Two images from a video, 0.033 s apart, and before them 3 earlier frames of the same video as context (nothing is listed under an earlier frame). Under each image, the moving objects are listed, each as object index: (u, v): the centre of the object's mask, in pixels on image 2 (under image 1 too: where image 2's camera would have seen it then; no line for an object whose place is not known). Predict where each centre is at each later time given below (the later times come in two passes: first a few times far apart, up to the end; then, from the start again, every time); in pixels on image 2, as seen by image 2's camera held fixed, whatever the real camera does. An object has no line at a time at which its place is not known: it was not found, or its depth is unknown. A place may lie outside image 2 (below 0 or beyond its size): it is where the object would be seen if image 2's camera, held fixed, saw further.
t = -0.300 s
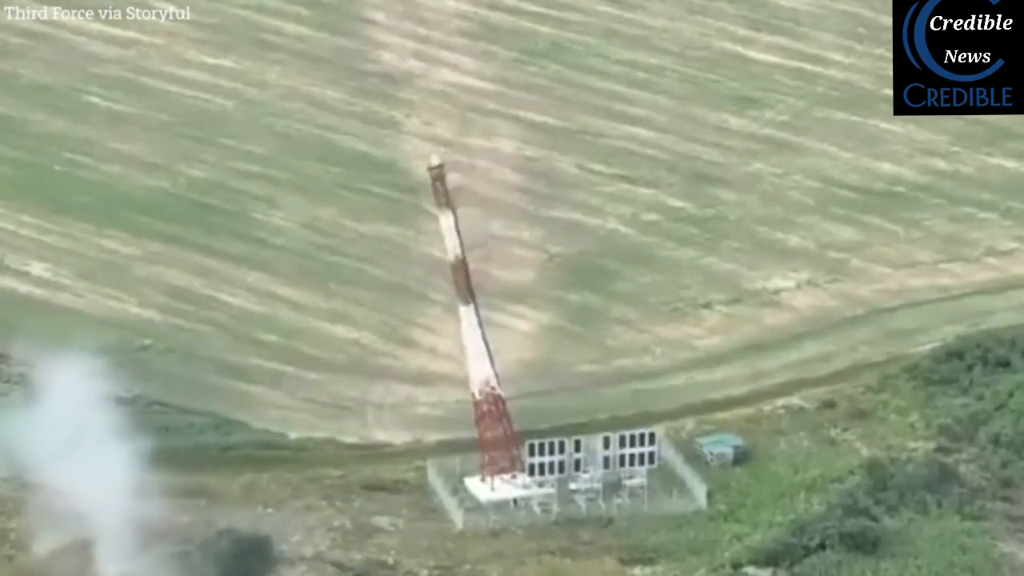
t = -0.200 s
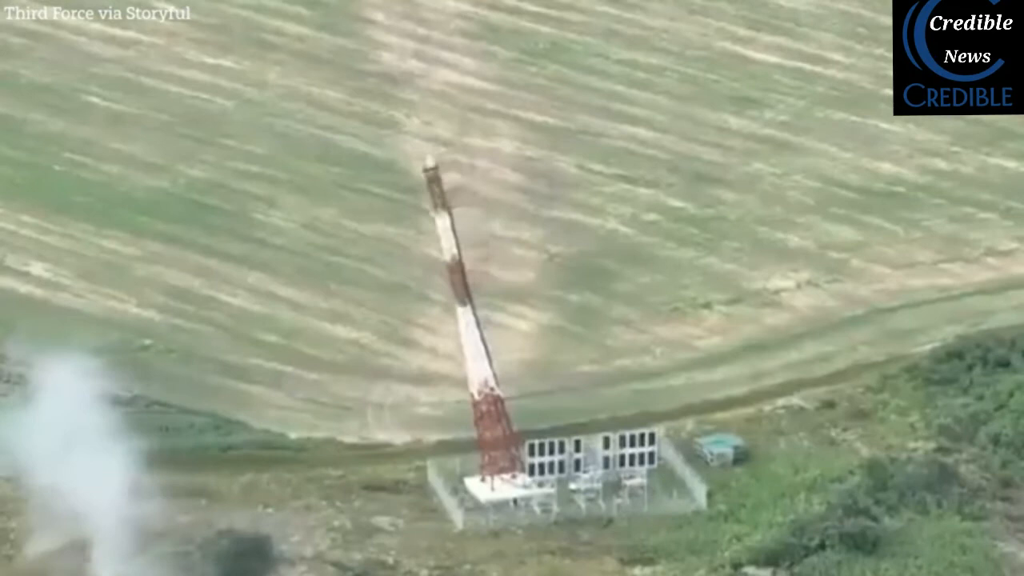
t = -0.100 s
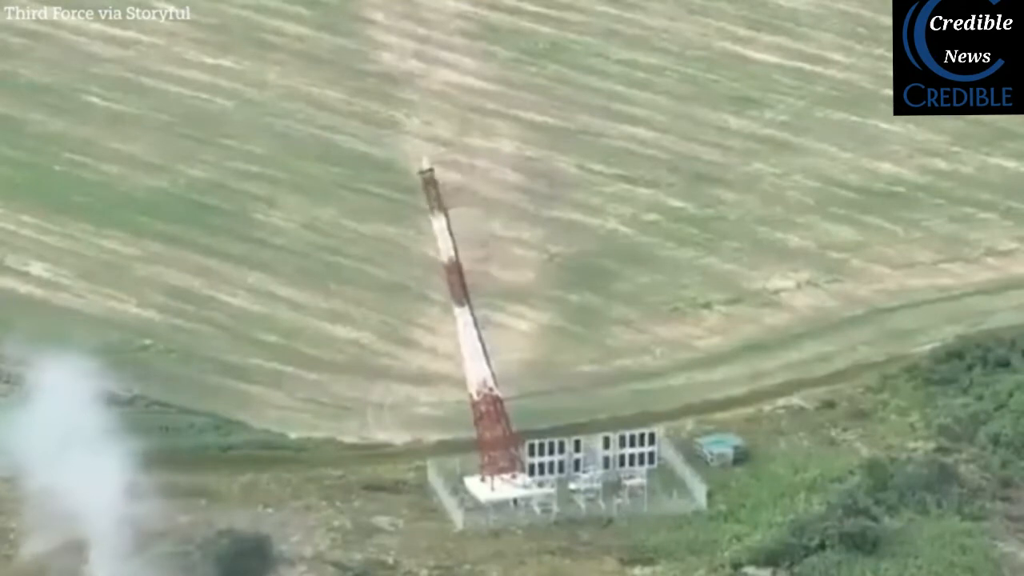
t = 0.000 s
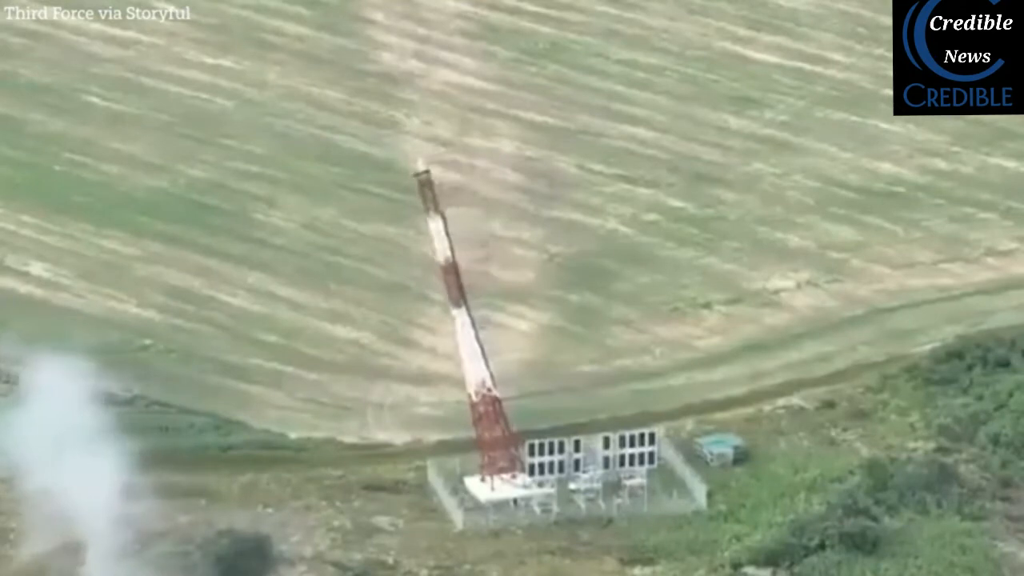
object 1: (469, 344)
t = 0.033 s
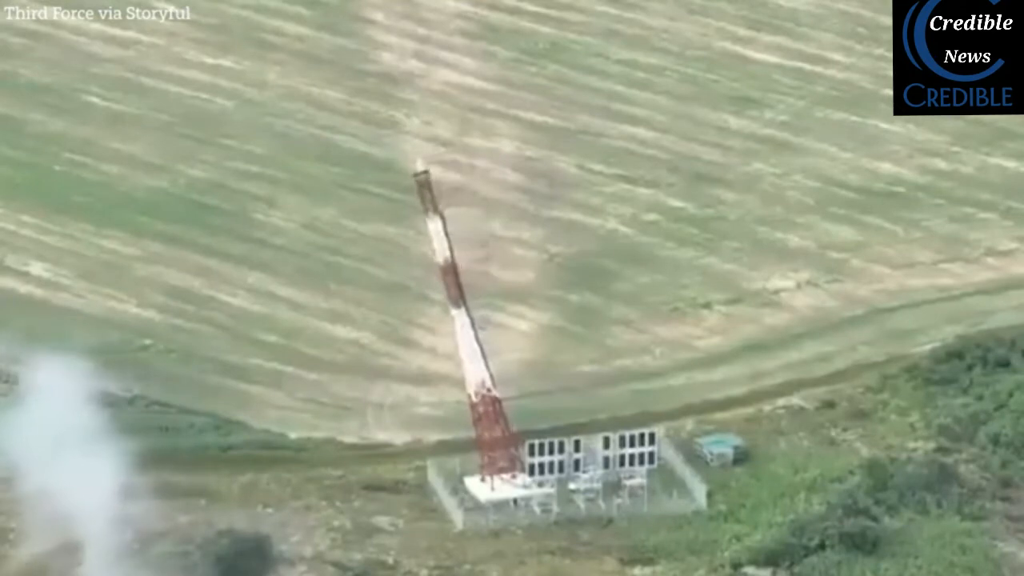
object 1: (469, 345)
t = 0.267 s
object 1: (465, 346)
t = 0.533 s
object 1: (461, 349)
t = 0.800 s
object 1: (454, 352)
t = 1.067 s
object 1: (448, 358)
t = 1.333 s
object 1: (441, 364)
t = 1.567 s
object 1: (436, 366)
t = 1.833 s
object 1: (426, 372)
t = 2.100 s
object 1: (416, 378)
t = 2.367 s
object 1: (405, 385)
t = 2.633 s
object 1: (393, 392)
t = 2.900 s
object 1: (384, 399)
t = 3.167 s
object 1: (373, 407)
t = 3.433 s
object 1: (367, 419)
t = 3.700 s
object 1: (358, 429)
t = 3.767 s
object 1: (357, 432)
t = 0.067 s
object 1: (468, 345)
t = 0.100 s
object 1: (468, 345)
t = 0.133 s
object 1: (467, 346)
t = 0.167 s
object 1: (467, 346)
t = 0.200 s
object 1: (466, 347)
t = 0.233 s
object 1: (466, 346)
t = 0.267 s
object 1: (465, 346)
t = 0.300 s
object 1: (465, 347)
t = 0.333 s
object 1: (464, 347)
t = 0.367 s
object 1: (464, 347)
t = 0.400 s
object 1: (463, 349)
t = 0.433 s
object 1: (463, 349)
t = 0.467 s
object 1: (462, 349)
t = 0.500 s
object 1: (462, 350)
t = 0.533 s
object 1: (461, 349)
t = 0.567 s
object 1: (460, 349)
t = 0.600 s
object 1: (459, 350)
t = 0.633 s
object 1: (459, 351)
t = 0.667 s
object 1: (458, 351)
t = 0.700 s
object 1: (457, 351)
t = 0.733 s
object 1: (456, 351)
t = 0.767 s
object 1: (455, 351)
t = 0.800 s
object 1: (454, 352)
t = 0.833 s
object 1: (454, 353)
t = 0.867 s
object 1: (453, 354)
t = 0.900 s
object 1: (452, 355)
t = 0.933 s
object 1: (451, 355)
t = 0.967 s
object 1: (451, 356)
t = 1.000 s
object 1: (450, 357)
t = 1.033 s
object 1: (449, 357)
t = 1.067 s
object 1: (448, 358)
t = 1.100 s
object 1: (447, 359)
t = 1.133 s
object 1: (446, 360)
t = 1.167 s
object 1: (445, 360)
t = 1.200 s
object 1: (445, 362)
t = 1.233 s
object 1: (443, 361)
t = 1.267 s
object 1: (443, 362)
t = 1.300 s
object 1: (441, 362)
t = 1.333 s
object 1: (441, 364)
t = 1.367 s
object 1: (440, 365)
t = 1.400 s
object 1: (439, 366)
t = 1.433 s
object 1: (438, 365)
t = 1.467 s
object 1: (438, 368)
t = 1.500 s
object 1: (439, 364)
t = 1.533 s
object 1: (437, 366)
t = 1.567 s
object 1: (436, 366)
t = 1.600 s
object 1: (435, 367)
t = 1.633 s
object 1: (433, 367)
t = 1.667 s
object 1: (432, 368)
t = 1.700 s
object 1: (431, 369)
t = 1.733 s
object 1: (429, 369)
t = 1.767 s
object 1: (427, 370)
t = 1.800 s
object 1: (427, 371)
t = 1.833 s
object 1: (426, 372)
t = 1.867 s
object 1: (424, 372)
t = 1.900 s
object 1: (423, 373)
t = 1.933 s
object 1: (422, 374)
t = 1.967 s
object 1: (420, 374)
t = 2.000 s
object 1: (419, 376)
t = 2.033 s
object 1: (419, 377)
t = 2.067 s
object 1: (418, 378)
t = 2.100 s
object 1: (416, 378)
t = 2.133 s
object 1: (415, 379)
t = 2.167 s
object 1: (413, 380)
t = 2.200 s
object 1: (412, 381)
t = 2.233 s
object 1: (412, 383)
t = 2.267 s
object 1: (410, 383)
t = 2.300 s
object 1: (409, 384)
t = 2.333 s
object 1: (406, 384)
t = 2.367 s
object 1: (405, 385)
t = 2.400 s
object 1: (403, 386)
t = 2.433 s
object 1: (403, 387)
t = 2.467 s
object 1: (401, 388)
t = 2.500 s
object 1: (400, 389)
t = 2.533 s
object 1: (396, 389)
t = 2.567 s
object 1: (396, 390)
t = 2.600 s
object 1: (395, 392)
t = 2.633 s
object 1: (393, 392)
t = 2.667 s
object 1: (394, 394)
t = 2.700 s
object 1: (392, 394)
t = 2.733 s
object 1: (392, 396)
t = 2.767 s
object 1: (391, 397)
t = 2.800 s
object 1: (390, 398)
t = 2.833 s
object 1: (388, 398)
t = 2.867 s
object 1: (386, 398)
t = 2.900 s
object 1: (384, 399)
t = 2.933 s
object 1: (382, 399)
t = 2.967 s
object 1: (380, 400)
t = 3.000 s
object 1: (379, 402)
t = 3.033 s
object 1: (379, 403)
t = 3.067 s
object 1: (378, 404)
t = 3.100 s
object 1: (376, 405)
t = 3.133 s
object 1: (375, 406)
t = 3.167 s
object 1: (373, 407)
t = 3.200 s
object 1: (372, 408)
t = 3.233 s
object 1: (371, 409)
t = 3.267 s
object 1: (369, 410)
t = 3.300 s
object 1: (370, 413)
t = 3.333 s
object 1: (369, 414)
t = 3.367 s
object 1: (368, 415)
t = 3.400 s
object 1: (368, 417)
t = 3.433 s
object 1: (367, 419)
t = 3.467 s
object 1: (364, 420)
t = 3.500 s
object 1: (362, 421)
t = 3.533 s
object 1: (360, 422)
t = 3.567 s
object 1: (359, 423)
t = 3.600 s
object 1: (359, 425)
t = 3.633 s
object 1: (360, 427)
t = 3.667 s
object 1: (359, 428)
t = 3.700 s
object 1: (358, 429)
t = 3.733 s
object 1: (357, 430)
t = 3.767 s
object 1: (357, 432)
